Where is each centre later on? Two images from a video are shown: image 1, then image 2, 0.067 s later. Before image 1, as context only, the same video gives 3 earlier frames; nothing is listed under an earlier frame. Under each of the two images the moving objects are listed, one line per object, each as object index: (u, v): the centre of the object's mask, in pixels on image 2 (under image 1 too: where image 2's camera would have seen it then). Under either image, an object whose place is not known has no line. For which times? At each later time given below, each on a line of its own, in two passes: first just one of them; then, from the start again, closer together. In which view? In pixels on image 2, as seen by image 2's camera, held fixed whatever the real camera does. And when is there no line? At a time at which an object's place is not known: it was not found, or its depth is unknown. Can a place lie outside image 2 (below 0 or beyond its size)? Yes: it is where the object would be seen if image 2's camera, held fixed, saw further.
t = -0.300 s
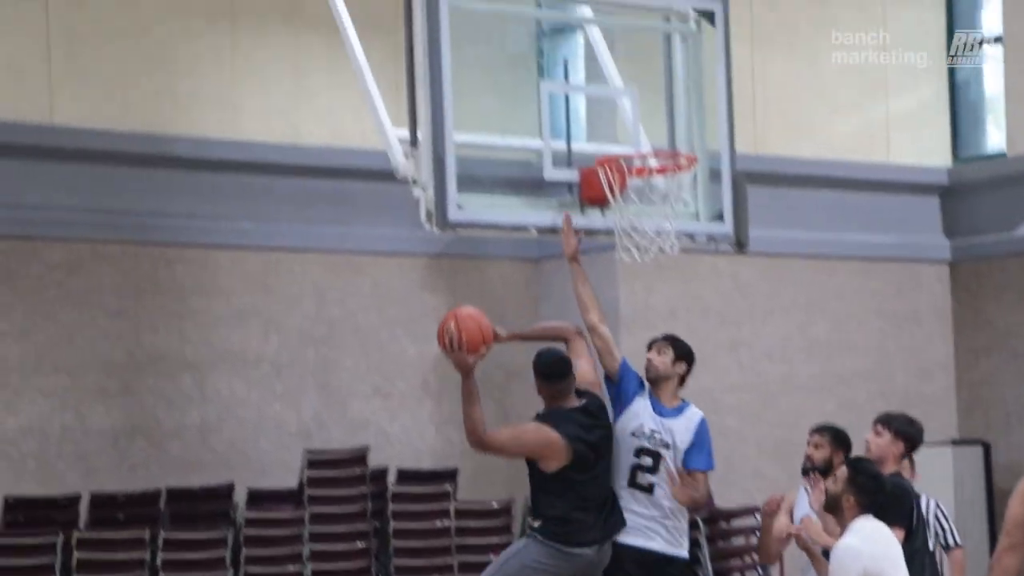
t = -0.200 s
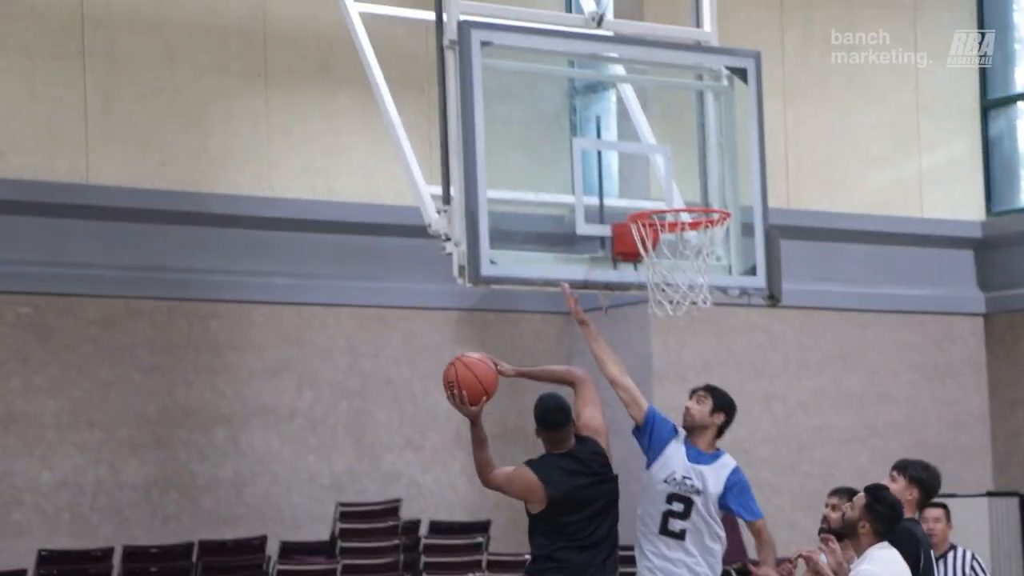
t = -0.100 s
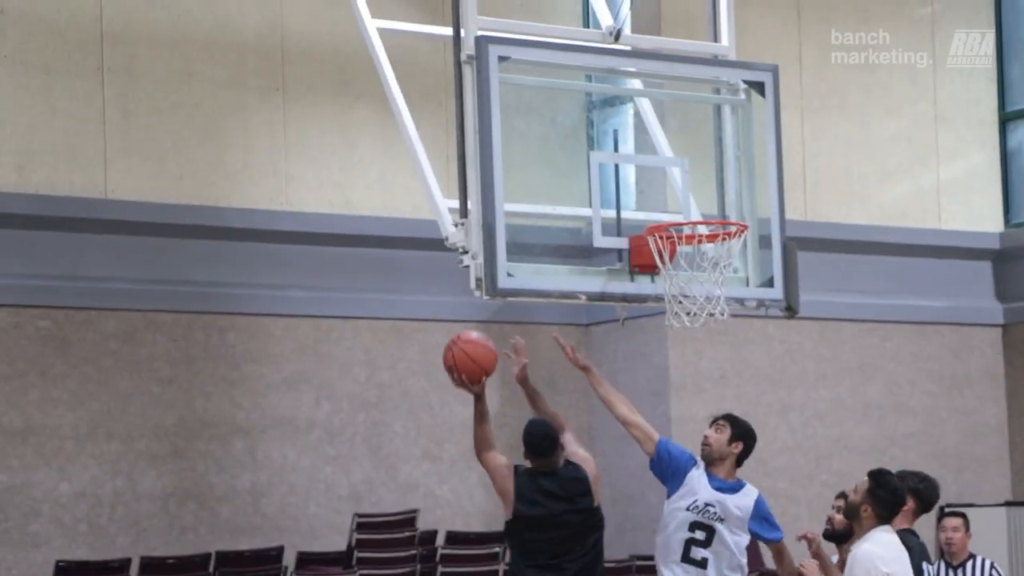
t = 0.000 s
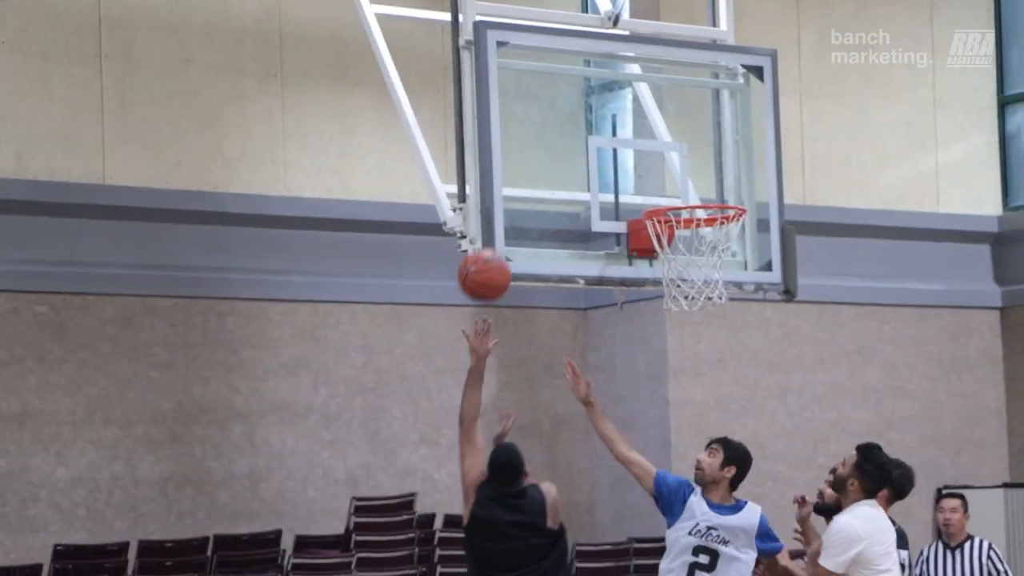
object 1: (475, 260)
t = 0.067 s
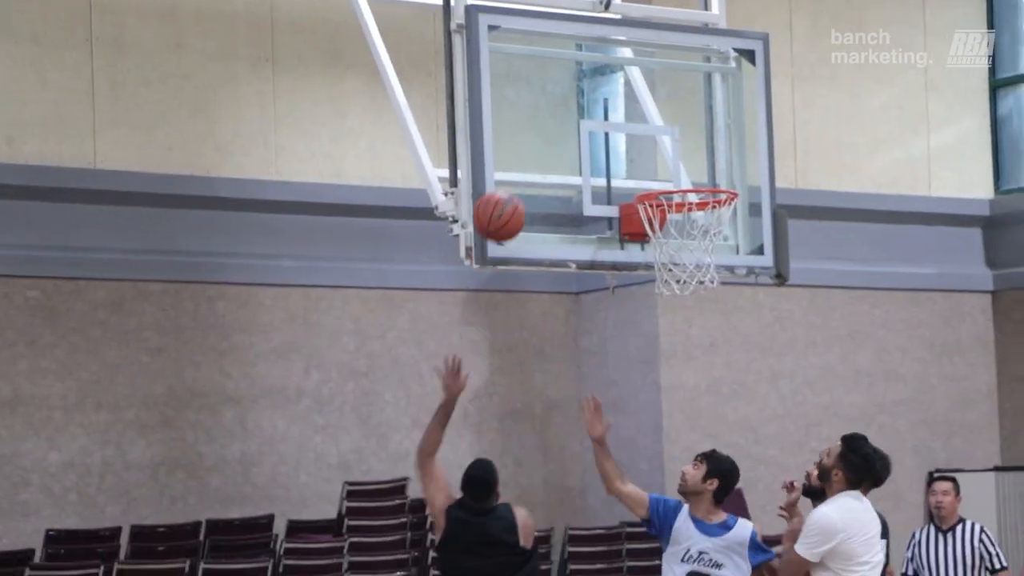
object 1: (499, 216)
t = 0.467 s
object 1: (640, 166)
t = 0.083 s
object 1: (505, 208)
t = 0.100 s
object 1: (510, 200)
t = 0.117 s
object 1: (515, 192)
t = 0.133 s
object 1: (521, 184)
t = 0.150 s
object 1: (527, 178)
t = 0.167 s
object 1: (532, 172)
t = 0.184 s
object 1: (538, 167)
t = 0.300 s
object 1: (581, 150)
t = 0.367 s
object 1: (606, 155)
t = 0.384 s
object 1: (614, 158)
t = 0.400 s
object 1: (620, 160)
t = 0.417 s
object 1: (627, 165)
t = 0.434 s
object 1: (634, 169)
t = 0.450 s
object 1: (638, 171)
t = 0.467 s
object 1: (640, 166)
